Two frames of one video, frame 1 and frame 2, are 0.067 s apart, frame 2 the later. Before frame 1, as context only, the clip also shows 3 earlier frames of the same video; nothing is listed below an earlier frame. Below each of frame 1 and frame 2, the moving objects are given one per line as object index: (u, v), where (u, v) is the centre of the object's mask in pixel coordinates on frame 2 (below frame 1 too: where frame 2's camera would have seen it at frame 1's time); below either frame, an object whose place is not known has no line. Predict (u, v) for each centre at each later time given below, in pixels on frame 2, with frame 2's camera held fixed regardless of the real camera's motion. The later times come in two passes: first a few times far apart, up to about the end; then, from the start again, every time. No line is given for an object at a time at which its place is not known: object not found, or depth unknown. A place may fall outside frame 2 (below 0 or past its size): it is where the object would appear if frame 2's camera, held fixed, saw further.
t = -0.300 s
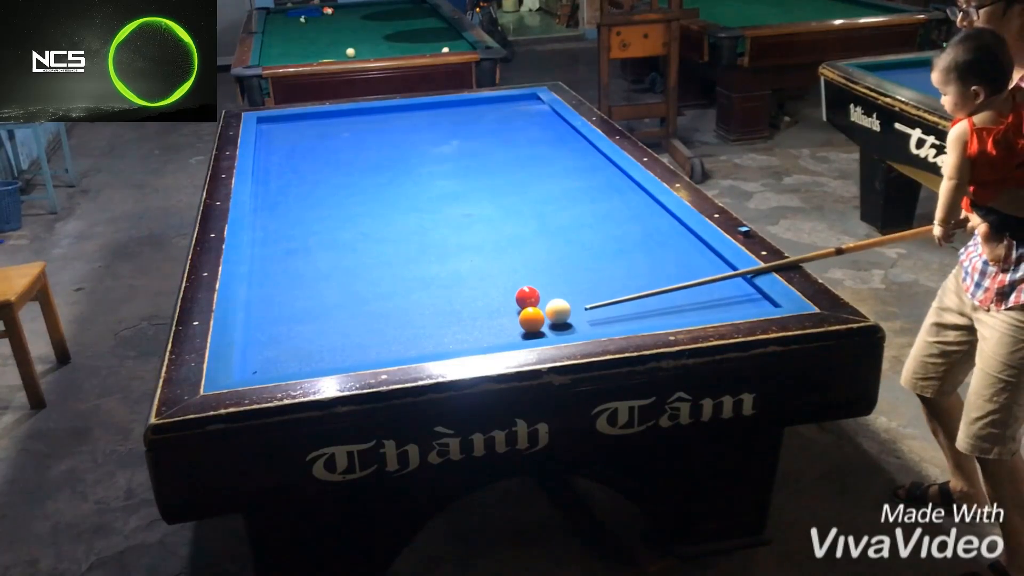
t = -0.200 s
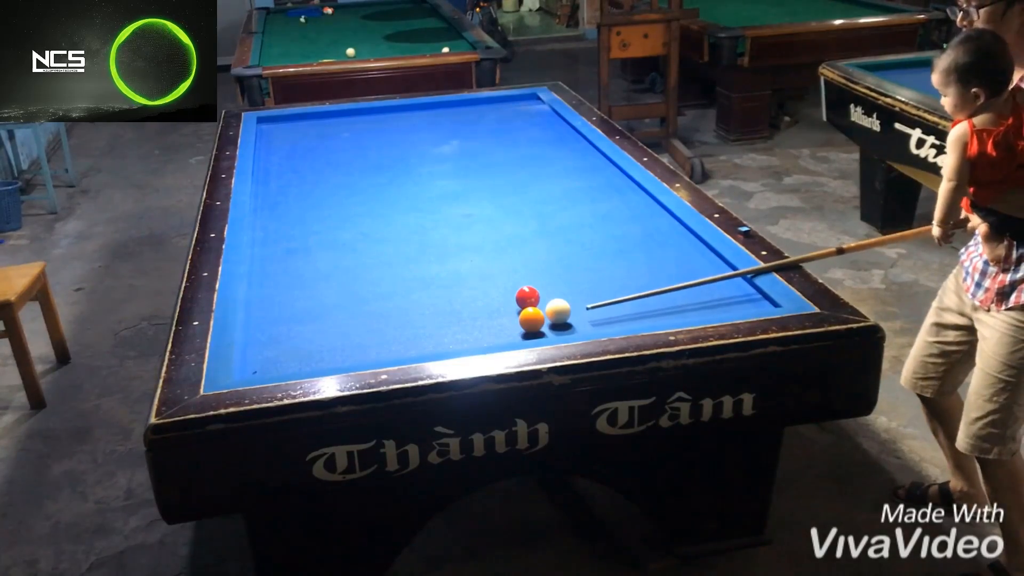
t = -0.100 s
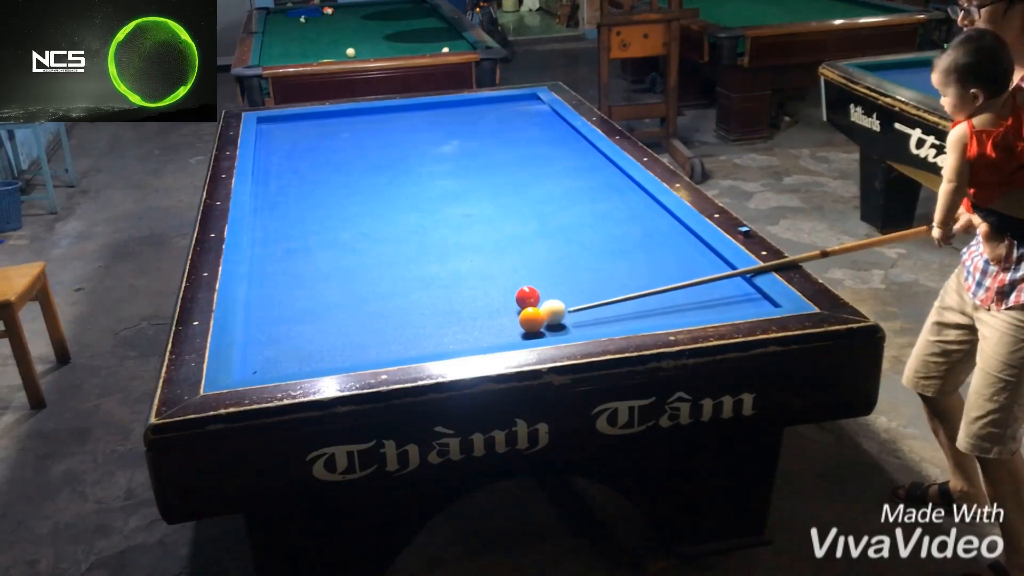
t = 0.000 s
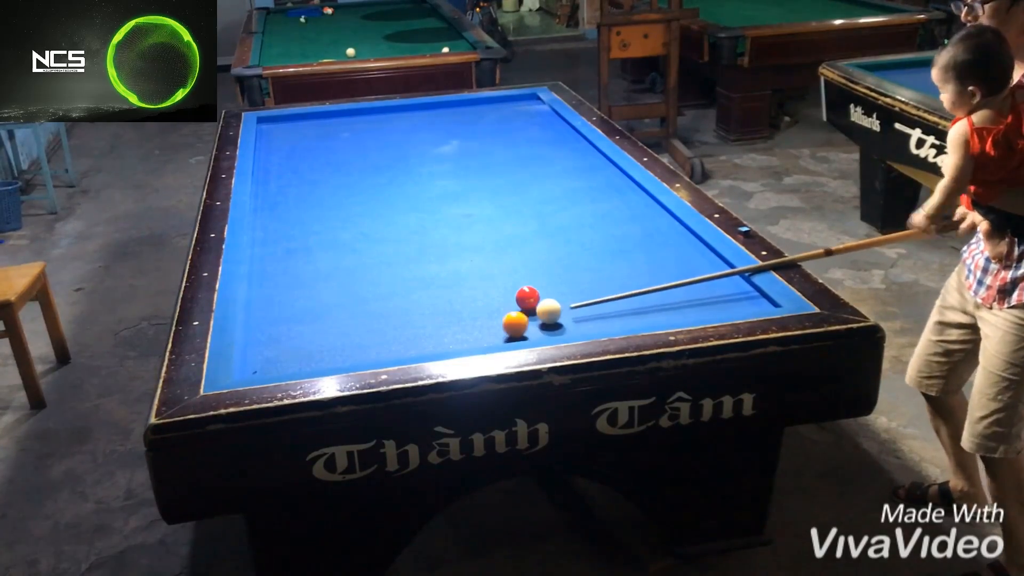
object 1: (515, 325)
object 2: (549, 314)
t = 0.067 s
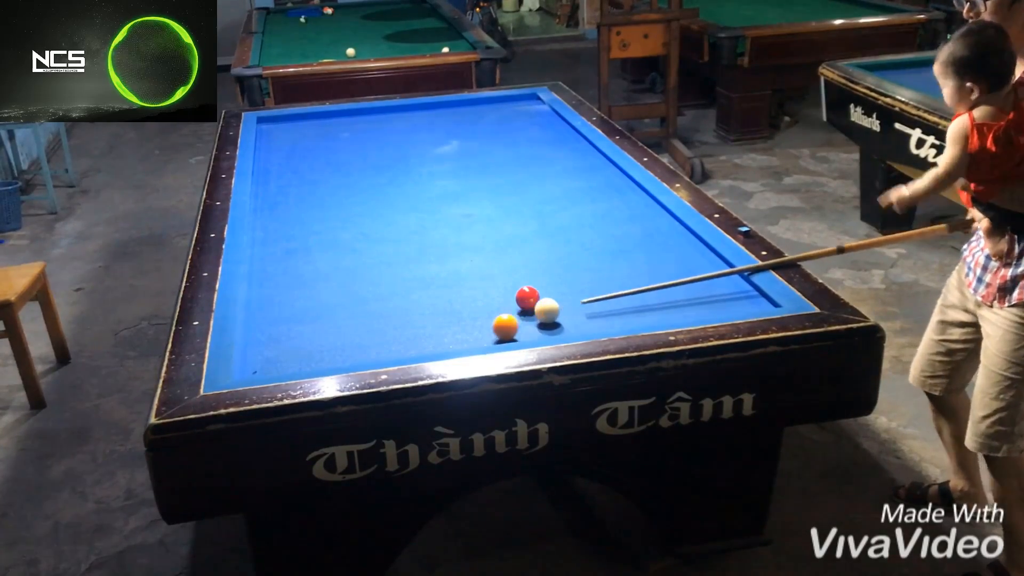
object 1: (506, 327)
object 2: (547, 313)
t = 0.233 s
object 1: (481, 333)
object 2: (543, 310)
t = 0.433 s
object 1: (452, 340)
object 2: (538, 308)
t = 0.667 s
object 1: (418, 347)
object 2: (536, 308)
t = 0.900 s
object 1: (385, 351)
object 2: (536, 308)
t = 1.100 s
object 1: (358, 353)
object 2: (536, 308)
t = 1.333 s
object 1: (328, 356)
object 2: (536, 308)
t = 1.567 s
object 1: (299, 358)
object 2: (536, 308)
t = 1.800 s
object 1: (271, 360)
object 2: (536, 308)
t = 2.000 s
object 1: (249, 361)
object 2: (536, 308)
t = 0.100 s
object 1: (501, 329)
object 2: (546, 312)
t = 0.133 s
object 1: (496, 330)
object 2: (545, 312)
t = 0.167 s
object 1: (491, 331)
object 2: (544, 312)
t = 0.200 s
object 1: (486, 332)
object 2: (544, 312)
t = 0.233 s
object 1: (481, 333)
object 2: (543, 310)
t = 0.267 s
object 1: (476, 335)
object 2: (542, 309)
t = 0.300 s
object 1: (472, 336)
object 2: (541, 309)
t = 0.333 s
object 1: (467, 337)
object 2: (540, 309)
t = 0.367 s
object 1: (462, 338)
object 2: (540, 309)
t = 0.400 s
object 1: (457, 339)
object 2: (539, 308)
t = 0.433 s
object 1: (452, 340)
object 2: (538, 308)
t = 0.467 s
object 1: (447, 341)
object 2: (538, 308)
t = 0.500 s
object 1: (442, 342)
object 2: (537, 308)
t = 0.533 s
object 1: (437, 343)
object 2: (537, 308)
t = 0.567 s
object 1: (432, 344)
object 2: (537, 308)
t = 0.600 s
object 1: (427, 345)
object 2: (537, 308)
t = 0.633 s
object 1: (423, 346)
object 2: (537, 308)
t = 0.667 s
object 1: (418, 347)
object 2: (536, 308)
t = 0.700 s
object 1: (413, 348)
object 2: (536, 308)
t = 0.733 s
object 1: (408, 349)
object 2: (536, 308)
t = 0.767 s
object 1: (403, 349)
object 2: (536, 308)
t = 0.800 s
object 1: (399, 350)
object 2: (536, 308)
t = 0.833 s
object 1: (394, 350)
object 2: (536, 308)
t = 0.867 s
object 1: (390, 351)
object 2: (536, 308)
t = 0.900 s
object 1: (385, 351)
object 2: (536, 308)
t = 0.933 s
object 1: (381, 351)
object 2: (536, 308)
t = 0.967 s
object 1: (376, 352)
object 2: (536, 308)
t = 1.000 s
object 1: (372, 352)
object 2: (536, 308)
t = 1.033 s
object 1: (367, 353)
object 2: (536, 308)
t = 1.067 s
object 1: (363, 353)
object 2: (536, 308)
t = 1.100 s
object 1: (358, 353)
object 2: (536, 308)
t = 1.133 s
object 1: (354, 354)
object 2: (536, 308)
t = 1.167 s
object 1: (350, 354)
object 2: (536, 308)
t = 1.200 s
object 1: (345, 354)
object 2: (536, 308)
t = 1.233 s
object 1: (341, 355)
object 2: (536, 308)
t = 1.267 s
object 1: (337, 355)
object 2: (536, 308)
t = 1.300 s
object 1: (332, 356)
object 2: (536, 308)
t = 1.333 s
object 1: (328, 356)
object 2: (536, 308)
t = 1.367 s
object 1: (324, 356)
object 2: (536, 308)
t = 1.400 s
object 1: (320, 357)
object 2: (536, 308)
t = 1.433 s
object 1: (316, 357)
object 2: (536, 308)
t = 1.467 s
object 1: (311, 357)
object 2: (536, 308)
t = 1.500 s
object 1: (307, 357)
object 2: (536, 308)
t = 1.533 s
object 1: (303, 358)
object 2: (536, 308)
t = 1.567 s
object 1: (299, 358)
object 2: (536, 308)
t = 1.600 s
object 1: (295, 358)
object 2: (536, 308)
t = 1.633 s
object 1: (291, 359)
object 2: (536, 308)
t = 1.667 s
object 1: (287, 359)
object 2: (536, 308)
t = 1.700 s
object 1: (283, 359)
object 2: (536, 308)
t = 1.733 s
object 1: (279, 359)
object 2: (536, 308)
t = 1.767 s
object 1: (275, 360)
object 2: (536, 308)
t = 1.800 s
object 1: (271, 360)
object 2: (536, 308)
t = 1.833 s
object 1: (267, 360)
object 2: (536, 308)
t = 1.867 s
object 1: (263, 360)
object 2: (536, 308)
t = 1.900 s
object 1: (259, 361)
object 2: (536, 308)
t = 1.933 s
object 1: (255, 361)
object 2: (536, 308)
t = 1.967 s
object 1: (251, 361)
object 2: (536, 308)
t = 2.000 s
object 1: (249, 361)
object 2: (536, 308)
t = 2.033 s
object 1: (251, 360)
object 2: (536, 308)
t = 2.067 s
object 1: (253, 360)
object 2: (536, 308)
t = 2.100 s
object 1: (255, 359)
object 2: (536, 308)
